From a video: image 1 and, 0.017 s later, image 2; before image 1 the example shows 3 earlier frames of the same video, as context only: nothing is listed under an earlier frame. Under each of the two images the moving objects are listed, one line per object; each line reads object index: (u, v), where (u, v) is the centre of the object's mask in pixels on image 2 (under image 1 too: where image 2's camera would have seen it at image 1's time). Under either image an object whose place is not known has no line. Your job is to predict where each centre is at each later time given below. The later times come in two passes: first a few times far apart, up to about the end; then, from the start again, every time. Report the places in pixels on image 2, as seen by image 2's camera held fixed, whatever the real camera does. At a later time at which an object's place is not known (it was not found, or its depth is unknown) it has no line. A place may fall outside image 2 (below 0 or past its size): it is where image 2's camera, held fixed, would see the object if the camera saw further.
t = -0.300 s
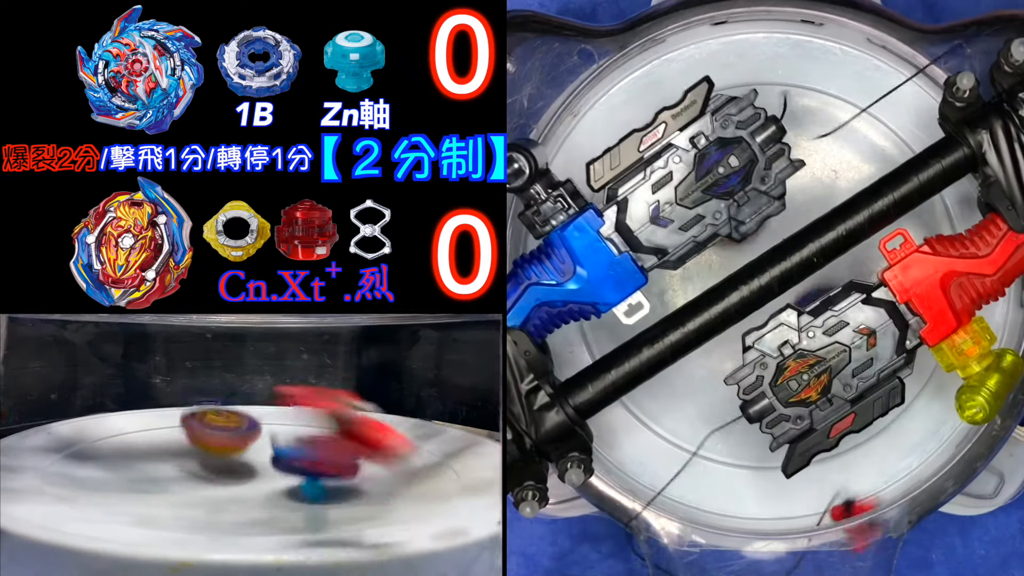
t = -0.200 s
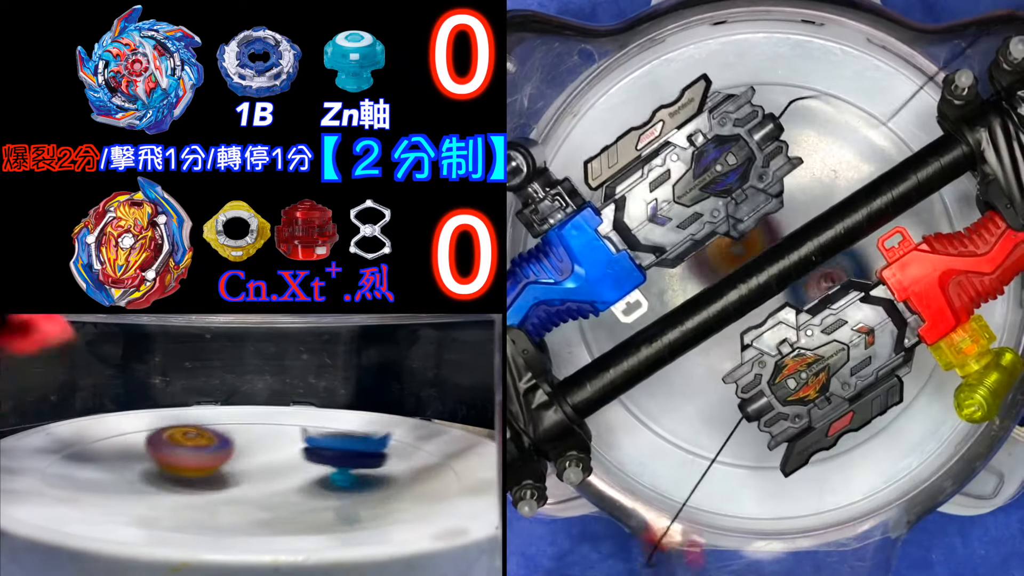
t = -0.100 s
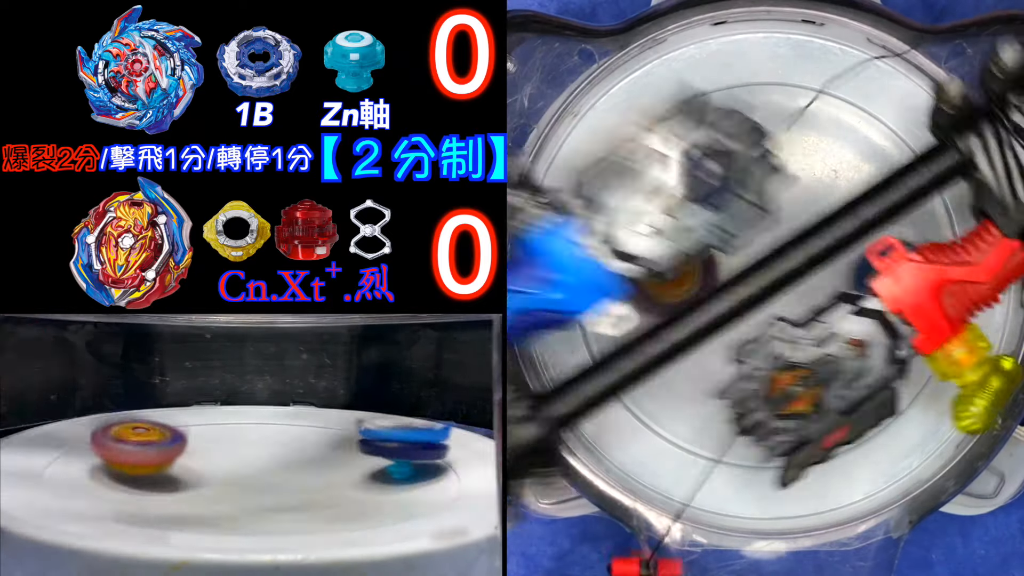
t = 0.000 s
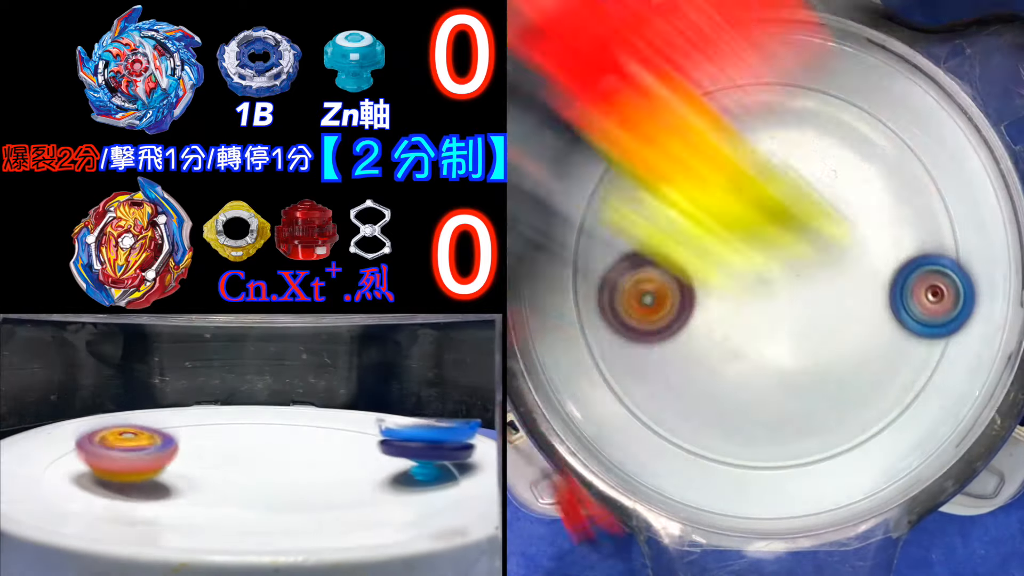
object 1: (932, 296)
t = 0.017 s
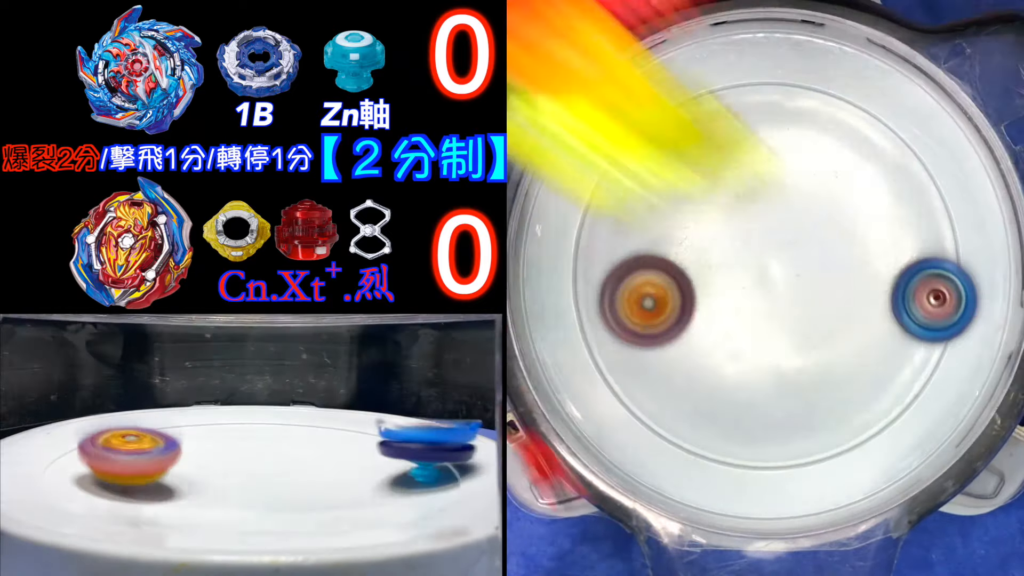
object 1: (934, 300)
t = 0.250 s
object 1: (841, 370)
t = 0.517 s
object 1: (702, 388)
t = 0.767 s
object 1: (641, 183)
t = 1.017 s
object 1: (721, 148)
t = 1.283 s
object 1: (800, 155)
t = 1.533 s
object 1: (841, 304)
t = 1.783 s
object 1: (740, 168)
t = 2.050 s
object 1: (760, 217)
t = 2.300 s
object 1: (788, 292)
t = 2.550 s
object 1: (748, 302)
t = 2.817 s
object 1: (737, 249)
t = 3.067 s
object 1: (738, 238)
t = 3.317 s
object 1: (725, 279)
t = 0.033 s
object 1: (935, 304)
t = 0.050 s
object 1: (934, 308)
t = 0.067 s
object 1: (933, 312)
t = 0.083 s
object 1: (930, 317)
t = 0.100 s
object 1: (926, 322)
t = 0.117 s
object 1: (920, 327)
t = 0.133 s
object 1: (914, 333)
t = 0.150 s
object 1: (906, 339)
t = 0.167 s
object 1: (898, 345)
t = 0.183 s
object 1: (888, 350)
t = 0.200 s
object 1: (878, 355)
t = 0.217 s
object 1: (866, 361)
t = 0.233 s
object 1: (854, 366)
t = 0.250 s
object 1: (841, 370)
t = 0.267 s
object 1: (833, 377)
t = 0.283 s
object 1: (828, 386)
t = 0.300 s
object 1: (823, 395)
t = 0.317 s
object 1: (817, 402)
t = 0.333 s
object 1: (810, 409)
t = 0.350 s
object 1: (802, 415)
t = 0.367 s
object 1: (794, 419)
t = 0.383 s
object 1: (785, 423)
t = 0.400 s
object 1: (775, 425)
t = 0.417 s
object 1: (765, 425)
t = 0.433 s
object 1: (754, 423)
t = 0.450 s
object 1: (743, 420)
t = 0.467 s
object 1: (733, 415)
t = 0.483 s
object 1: (722, 408)
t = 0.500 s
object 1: (712, 399)
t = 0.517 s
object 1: (702, 388)
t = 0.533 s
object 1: (693, 376)
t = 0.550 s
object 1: (686, 362)
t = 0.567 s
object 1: (679, 348)
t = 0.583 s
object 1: (674, 332)
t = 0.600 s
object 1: (671, 316)
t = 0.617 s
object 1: (668, 300)
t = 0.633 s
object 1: (667, 283)
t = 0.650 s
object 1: (668, 266)
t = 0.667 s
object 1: (670, 249)
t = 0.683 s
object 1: (674, 232)
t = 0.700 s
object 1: (677, 217)
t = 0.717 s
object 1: (669, 207)
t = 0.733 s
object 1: (658, 199)
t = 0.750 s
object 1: (648, 190)
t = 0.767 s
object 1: (641, 183)
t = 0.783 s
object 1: (634, 176)
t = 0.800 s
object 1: (629, 170)
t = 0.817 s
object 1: (627, 164)
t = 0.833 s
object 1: (626, 159)
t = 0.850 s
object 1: (626, 154)
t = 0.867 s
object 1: (628, 150)
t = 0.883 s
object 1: (633, 147)
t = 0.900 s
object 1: (639, 145)
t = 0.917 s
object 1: (647, 144)
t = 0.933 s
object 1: (656, 143)
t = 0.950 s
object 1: (667, 143)
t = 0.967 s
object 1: (679, 143)
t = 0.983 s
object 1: (692, 144)
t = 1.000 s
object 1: (706, 146)
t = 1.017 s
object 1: (721, 148)
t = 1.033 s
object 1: (737, 151)
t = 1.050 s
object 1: (754, 154)
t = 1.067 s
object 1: (759, 150)
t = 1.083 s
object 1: (759, 143)
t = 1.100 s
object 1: (760, 137)
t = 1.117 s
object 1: (761, 133)
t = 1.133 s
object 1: (763, 129)
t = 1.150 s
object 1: (765, 127)
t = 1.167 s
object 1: (768, 127)
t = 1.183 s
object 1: (771, 127)
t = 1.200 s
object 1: (775, 129)
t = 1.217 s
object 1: (779, 132)
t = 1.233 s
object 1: (784, 136)
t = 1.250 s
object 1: (789, 142)
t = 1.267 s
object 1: (794, 148)
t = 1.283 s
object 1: (800, 155)
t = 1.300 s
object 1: (805, 164)
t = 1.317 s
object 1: (812, 173)
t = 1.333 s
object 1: (818, 183)
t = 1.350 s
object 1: (823, 194)
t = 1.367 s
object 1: (829, 205)
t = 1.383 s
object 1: (834, 218)
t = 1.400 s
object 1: (839, 231)
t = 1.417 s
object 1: (843, 245)
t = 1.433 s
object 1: (847, 259)
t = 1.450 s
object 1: (849, 273)
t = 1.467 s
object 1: (850, 287)
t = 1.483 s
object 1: (850, 301)
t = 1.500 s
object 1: (849, 314)
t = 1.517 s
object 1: (846, 317)
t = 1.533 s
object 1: (841, 304)
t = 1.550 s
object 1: (834, 290)
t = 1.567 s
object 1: (827, 276)
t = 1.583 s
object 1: (820, 262)
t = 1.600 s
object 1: (813, 250)
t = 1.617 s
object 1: (806, 239)
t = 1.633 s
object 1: (798, 228)
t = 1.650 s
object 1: (791, 218)
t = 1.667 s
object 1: (783, 209)
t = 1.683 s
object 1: (776, 201)
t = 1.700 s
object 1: (769, 193)
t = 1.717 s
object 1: (763, 187)
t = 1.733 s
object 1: (757, 181)
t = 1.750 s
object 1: (751, 176)
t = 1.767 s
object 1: (745, 172)
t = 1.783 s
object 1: (740, 168)
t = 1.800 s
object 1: (737, 166)
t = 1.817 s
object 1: (734, 164)
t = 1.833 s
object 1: (732, 162)
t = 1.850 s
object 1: (730, 163)
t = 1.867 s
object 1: (729, 164)
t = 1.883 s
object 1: (729, 166)
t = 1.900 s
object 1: (730, 169)
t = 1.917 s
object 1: (732, 173)
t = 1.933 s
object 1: (734, 177)
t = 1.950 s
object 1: (737, 182)
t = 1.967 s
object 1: (741, 187)
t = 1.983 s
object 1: (745, 193)
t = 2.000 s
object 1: (748, 198)
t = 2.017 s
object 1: (752, 205)
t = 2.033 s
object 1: (756, 211)
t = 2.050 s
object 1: (760, 217)
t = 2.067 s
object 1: (764, 224)
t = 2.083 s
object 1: (767, 230)
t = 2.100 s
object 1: (771, 236)
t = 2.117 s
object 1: (774, 241)
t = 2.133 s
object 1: (777, 247)
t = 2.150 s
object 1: (780, 252)
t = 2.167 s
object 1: (783, 258)
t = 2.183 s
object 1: (785, 263)
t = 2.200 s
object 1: (786, 268)
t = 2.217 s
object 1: (787, 272)
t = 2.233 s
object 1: (788, 277)
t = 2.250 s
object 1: (788, 281)
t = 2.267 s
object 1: (788, 285)
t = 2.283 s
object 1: (788, 289)
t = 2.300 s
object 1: (788, 292)
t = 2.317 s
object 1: (786, 295)
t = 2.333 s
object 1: (785, 297)
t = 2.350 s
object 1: (784, 300)
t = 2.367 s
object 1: (782, 301)
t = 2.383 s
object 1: (780, 303)
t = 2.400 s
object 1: (778, 304)
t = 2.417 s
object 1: (775, 306)
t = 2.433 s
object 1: (772, 307)
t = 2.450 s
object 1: (769, 307)
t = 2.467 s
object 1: (766, 307)
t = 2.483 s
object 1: (762, 307)
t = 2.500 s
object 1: (759, 306)
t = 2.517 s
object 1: (755, 305)
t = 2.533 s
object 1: (752, 304)
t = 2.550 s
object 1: (748, 302)
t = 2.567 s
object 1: (745, 300)
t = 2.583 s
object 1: (741, 297)
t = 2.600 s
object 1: (739, 295)
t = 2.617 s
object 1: (735, 292)
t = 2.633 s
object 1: (733, 289)
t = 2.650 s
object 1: (730, 285)
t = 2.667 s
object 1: (729, 282)
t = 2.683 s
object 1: (728, 278)
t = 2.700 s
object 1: (728, 274)
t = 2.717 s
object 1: (728, 271)
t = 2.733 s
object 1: (729, 267)
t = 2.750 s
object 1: (730, 263)
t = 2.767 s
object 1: (732, 259)
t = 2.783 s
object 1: (734, 256)
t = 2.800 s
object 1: (735, 252)
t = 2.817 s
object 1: (737, 249)
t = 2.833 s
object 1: (738, 246)
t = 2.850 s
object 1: (740, 242)
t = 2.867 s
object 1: (741, 239)
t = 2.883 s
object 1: (742, 236)
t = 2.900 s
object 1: (744, 234)
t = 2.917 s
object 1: (744, 232)
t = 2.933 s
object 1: (745, 231)
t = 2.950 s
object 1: (745, 230)
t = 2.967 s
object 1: (744, 230)
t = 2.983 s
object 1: (744, 230)
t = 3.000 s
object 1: (743, 231)
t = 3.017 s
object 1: (742, 232)
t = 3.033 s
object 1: (741, 234)
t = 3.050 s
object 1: (739, 236)
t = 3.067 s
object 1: (738, 238)
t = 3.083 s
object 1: (737, 241)
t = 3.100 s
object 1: (736, 243)
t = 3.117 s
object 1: (735, 245)
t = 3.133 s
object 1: (734, 248)
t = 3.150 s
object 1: (734, 250)
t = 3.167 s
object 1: (734, 253)
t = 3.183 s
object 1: (733, 256)
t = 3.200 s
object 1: (733, 259)
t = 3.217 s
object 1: (732, 262)
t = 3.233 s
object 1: (731, 265)
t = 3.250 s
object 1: (731, 268)
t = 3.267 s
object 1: (730, 271)
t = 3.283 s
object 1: (728, 274)
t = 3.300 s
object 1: (727, 276)
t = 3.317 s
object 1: (725, 279)
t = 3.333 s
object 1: (724, 281)
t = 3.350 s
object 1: (722, 284)
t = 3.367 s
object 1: (720, 286)
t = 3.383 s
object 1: (718, 288)
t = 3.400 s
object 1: (716, 289)
